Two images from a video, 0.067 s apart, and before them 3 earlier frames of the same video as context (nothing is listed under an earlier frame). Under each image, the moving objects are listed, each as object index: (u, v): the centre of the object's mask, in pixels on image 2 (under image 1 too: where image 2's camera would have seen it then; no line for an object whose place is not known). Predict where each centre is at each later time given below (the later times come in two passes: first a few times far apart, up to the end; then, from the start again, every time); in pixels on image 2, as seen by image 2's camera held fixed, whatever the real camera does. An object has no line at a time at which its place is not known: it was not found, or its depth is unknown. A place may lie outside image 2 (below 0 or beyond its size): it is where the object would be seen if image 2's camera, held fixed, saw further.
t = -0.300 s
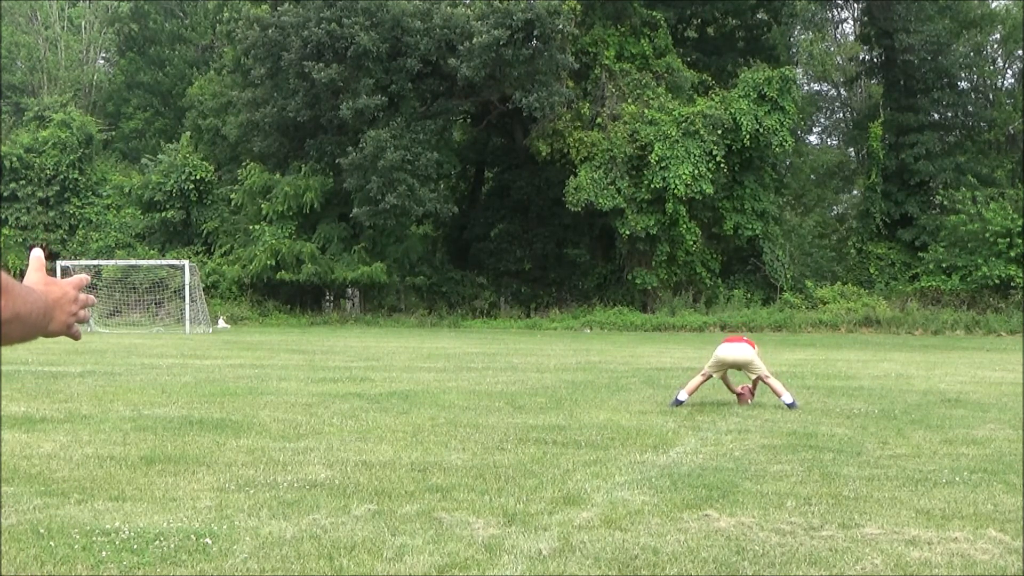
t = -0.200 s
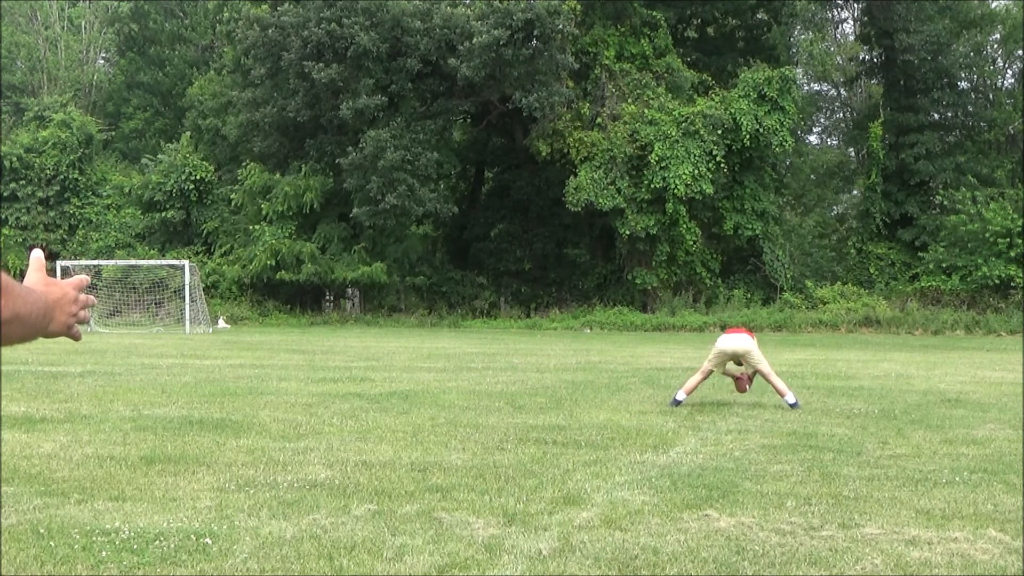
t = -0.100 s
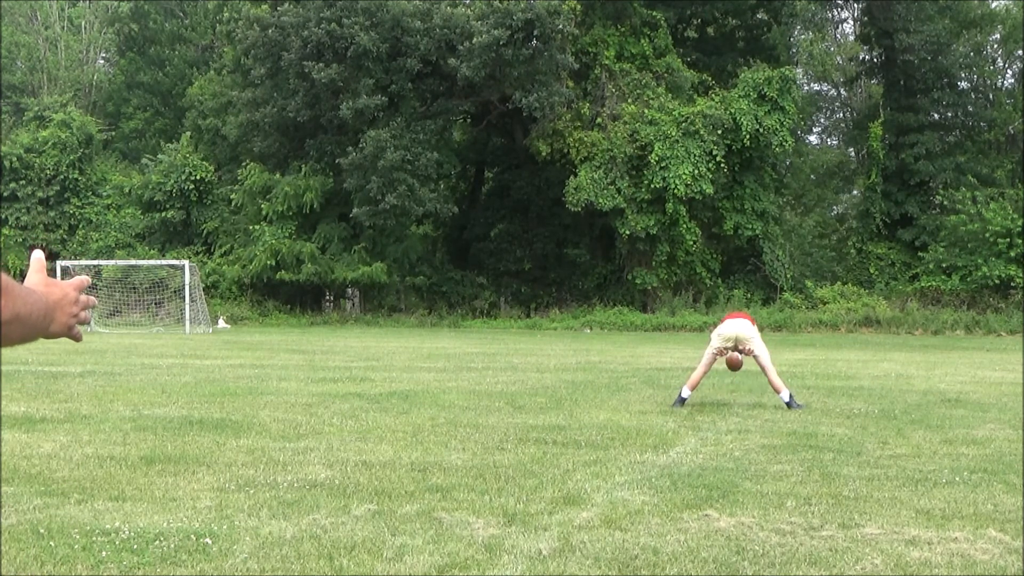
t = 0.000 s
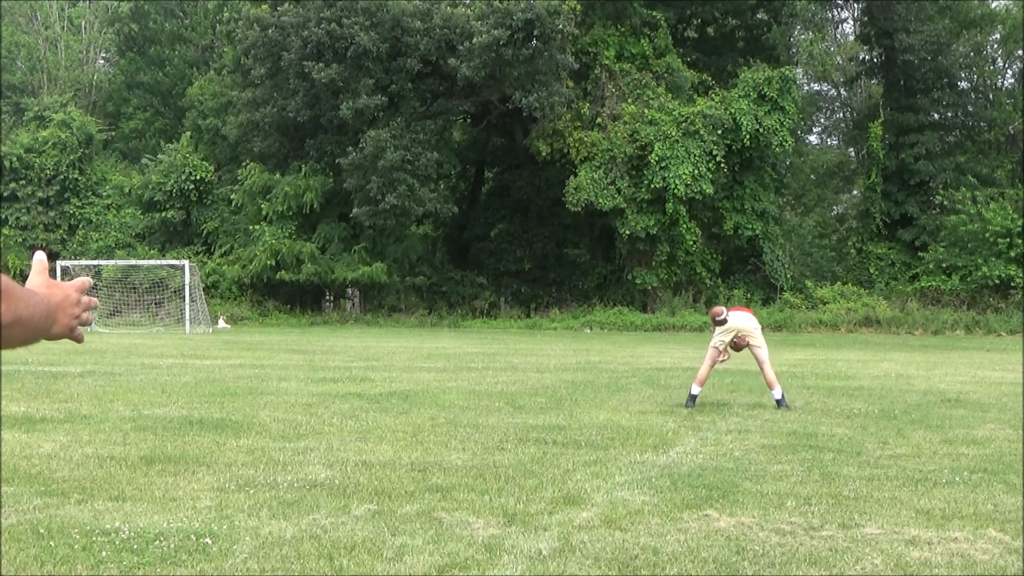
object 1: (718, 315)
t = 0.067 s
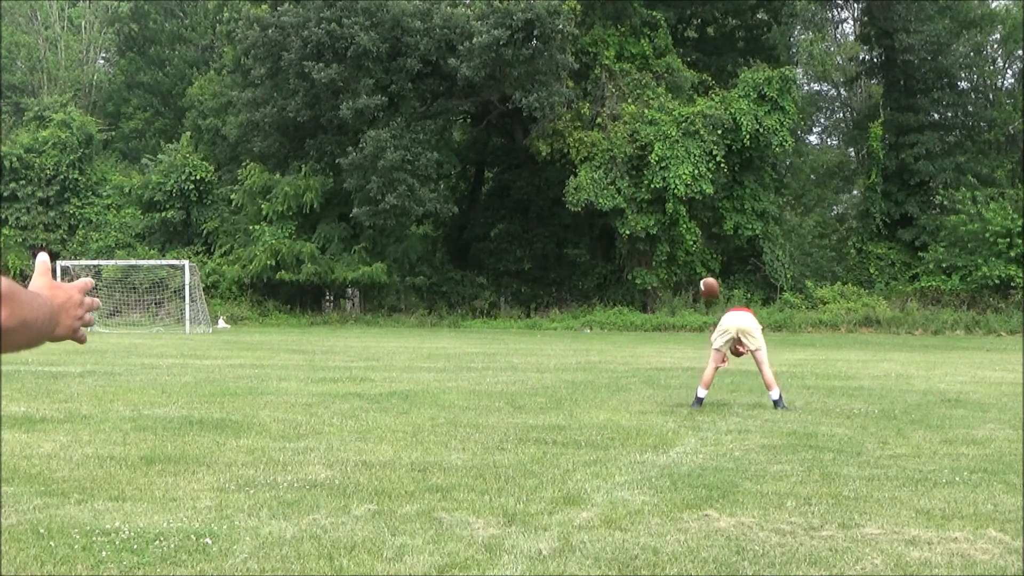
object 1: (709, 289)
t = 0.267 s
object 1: (666, 214)
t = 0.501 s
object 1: (585, 161)
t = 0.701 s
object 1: (439, 181)
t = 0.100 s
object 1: (703, 275)
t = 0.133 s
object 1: (696, 261)
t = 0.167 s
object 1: (689, 250)
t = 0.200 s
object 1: (682, 237)
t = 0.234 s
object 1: (675, 226)
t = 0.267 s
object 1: (666, 214)
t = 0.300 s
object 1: (656, 204)
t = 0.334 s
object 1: (648, 195)
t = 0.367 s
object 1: (638, 185)
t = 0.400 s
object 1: (626, 177)
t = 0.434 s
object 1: (613, 171)
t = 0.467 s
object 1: (600, 166)
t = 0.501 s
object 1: (585, 161)
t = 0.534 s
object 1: (567, 157)
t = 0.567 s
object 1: (548, 157)
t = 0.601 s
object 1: (526, 160)
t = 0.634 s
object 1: (502, 163)
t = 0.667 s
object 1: (473, 169)
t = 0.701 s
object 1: (439, 181)
